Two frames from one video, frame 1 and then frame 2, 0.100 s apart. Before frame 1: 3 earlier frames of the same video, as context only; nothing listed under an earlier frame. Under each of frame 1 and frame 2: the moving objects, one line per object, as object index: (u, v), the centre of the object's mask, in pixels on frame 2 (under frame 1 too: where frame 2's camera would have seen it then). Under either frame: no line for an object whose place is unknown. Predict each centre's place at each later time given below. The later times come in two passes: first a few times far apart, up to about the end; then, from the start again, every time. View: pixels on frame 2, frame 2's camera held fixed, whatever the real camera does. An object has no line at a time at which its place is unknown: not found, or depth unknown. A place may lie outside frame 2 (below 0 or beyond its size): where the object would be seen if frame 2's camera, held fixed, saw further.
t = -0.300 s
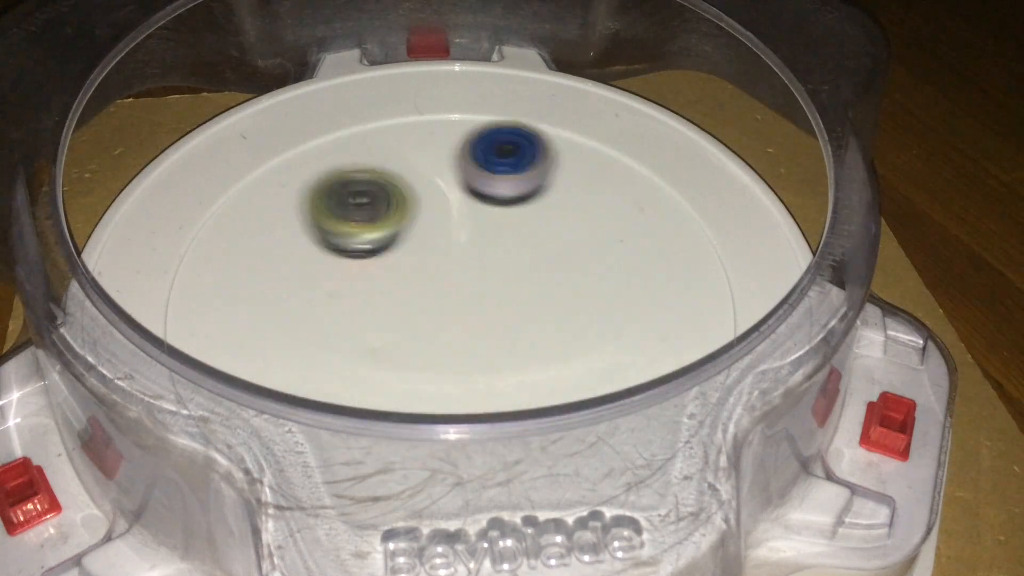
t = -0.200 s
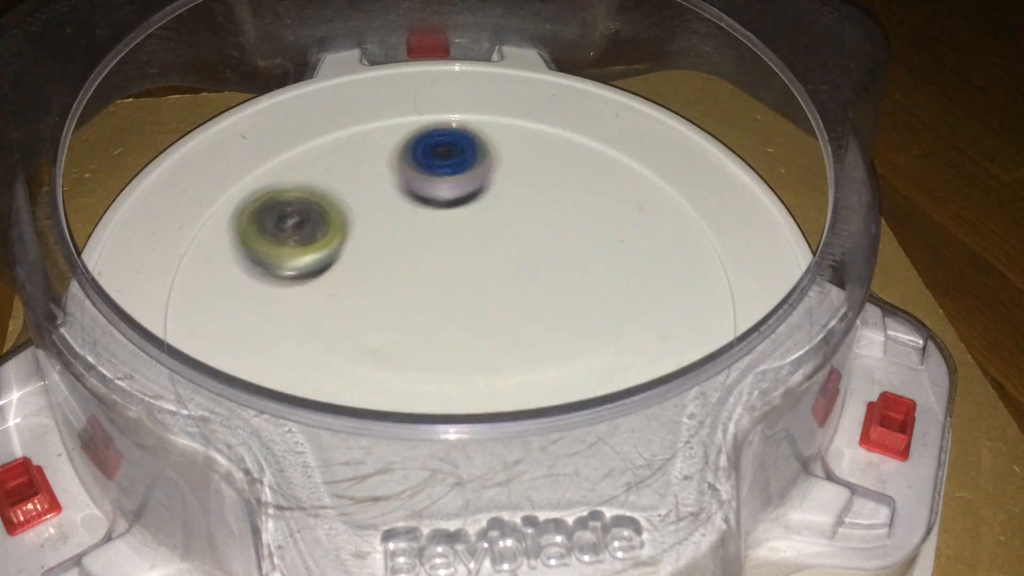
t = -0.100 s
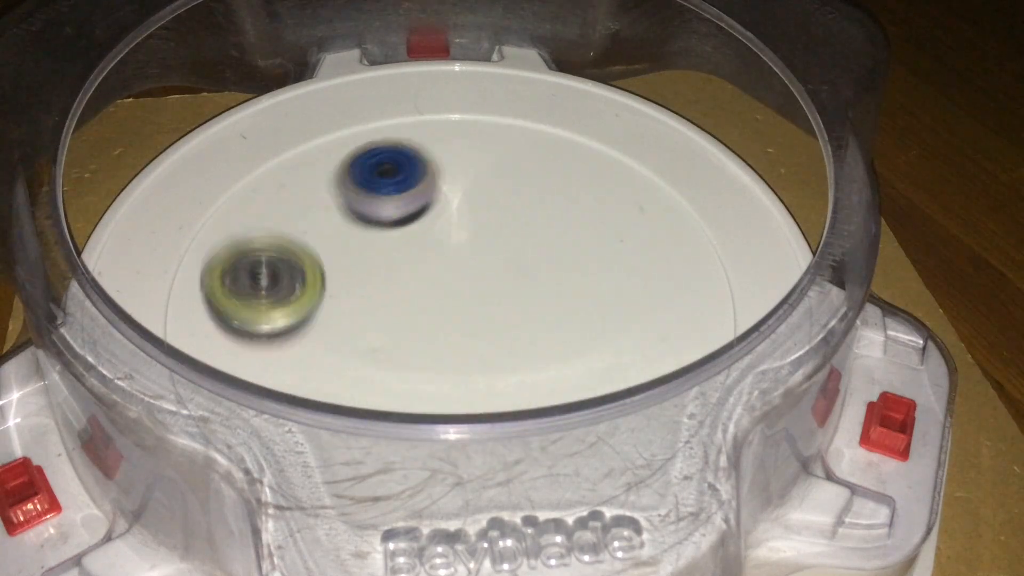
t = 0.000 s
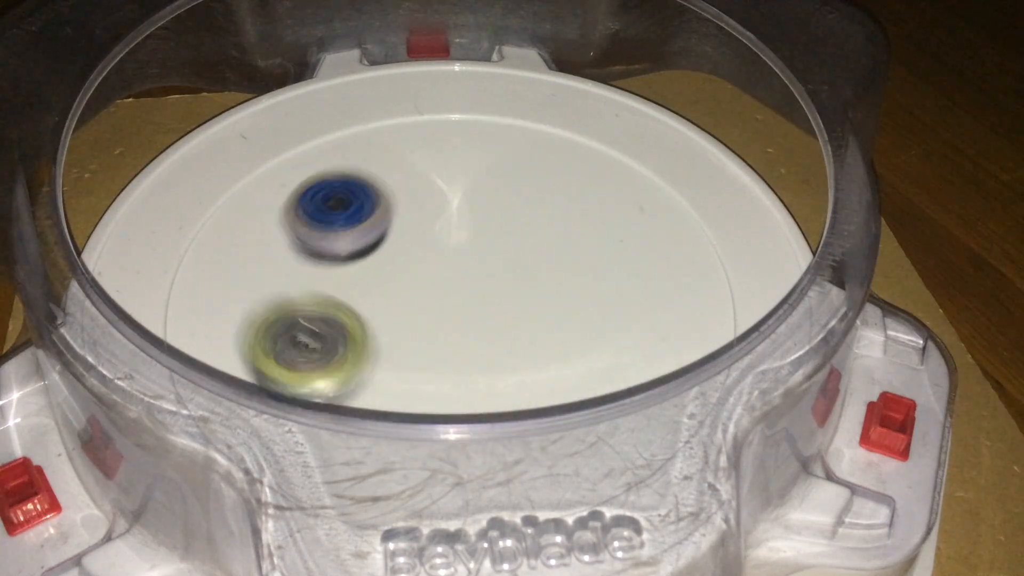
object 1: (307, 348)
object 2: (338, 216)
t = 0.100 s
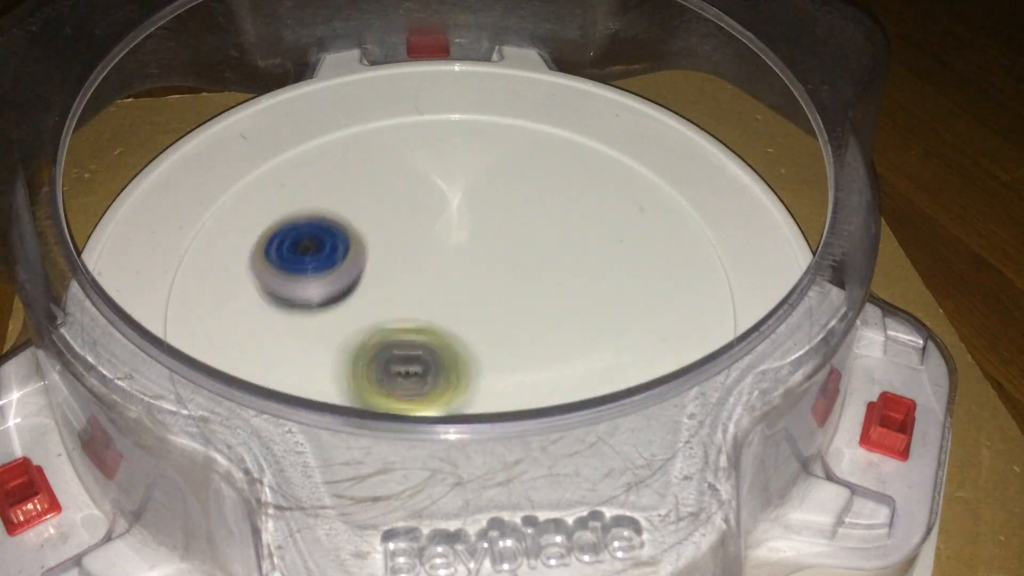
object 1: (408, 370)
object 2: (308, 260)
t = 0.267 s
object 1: (551, 321)
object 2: (311, 340)
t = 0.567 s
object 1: (523, 165)
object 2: (460, 404)
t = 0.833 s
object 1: (341, 205)
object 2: (567, 340)
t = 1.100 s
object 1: (394, 369)
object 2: (530, 247)
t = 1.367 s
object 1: (611, 348)
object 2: (424, 207)
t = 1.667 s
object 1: (527, 213)
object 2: (330, 246)
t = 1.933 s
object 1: (354, 206)
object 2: (321, 356)
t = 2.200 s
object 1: (328, 309)
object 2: (441, 424)
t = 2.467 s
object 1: (525, 292)
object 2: (562, 375)
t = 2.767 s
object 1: (498, 168)
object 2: (562, 284)
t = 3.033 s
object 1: (343, 252)
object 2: (477, 231)
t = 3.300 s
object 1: (396, 379)
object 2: (397, 227)
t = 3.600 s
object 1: (580, 326)
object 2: (353, 261)
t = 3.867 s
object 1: (481, 214)
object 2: (362, 303)
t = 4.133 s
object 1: (312, 232)
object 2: (430, 334)
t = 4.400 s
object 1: (351, 355)
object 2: (492, 323)
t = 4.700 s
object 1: (524, 371)
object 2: (541, 252)
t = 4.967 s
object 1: (464, 297)
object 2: (518, 211)
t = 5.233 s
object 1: (316, 316)
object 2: (471, 224)
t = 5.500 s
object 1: (422, 356)
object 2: (422, 265)
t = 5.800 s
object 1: (524, 291)
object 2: (372, 261)
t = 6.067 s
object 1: (473, 264)
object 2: (324, 270)
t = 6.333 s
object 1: (483, 295)
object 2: (326, 287)
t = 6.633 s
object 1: (596, 345)
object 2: (298, 245)
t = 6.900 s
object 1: (653, 347)
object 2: (291, 236)
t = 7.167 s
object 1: (540, 348)
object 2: (390, 257)
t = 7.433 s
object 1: (424, 360)
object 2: (467, 242)
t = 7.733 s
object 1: (325, 309)
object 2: (523, 280)
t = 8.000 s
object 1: (329, 241)
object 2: (510, 321)
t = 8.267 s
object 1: (405, 203)
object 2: (450, 337)
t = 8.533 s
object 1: (496, 212)
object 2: (392, 314)
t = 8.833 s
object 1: (557, 266)
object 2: (379, 271)
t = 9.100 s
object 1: (533, 332)
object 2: (417, 251)
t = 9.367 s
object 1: (450, 365)
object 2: (472, 260)
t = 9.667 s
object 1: (358, 335)
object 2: (499, 293)
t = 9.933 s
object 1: (341, 277)
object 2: (478, 321)
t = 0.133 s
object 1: (443, 369)
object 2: (303, 276)
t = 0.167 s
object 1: (477, 364)
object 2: (301, 292)
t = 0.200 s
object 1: (505, 354)
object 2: (301, 308)
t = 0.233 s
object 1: (531, 339)
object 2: (305, 324)
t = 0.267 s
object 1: (551, 321)
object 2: (311, 340)
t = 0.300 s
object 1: (566, 302)
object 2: (320, 354)
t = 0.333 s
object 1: (576, 283)
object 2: (332, 364)
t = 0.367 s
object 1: (580, 264)
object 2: (348, 371)
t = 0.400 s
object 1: (581, 243)
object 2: (366, 379)
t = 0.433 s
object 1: (578, 224)
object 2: (383, 384)
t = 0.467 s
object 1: (569, 207)
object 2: (400, 399)
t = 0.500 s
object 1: (558, 190)
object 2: (420, 402)
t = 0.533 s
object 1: (542, 176)
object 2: (440, 405)
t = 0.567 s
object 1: (523, 165)
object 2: (460, 404)
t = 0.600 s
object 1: (502, 157)
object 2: (480, 403)
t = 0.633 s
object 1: (477, 152)
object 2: (497, 387)
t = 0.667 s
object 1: (453, 151)
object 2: (512, 382)
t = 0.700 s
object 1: (427, 153)
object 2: (527, 377)
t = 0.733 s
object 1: (403, 161)
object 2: (541, 372)
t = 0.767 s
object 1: (379, 171)
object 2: (552, 364)
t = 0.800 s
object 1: (358, 188)
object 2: (561, 353)
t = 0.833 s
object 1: (341, 205)
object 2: (567, 340)
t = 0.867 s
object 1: (329, 225)
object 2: (570, 327)
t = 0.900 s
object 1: (320, 250)
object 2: (570, 314)
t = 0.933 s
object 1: (319, 271)
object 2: (567, 301)
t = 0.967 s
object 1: (324, 297)
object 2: (563, 289)
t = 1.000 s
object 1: (333, 319)
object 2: (557, 277)
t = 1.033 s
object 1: (349, 341)
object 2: (549, 267)
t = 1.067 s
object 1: (369, 358)
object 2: (540, 256)
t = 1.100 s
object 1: (394, 369)
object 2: (530, 247)
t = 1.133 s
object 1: (422, 377)
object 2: (519, 238)
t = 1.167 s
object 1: (452, 381)
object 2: (508, 231)
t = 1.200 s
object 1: (482, 382)
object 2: (495, 224)
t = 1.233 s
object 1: (512, 381)
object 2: (482, 219)
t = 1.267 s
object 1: (541, 377)
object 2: (467, 214)
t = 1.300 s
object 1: (566, 370)
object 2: (453, 211)
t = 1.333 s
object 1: (592, 360)
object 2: (438, 208)
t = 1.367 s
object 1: (611, 348)
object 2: (424, 207)
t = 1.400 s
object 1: (624, 336)
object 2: (410, 207)
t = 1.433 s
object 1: (631, 316)
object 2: (396, 208)
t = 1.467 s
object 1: (631, 297)
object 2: (383, 210)
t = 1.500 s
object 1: (625, 279)
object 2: (371, 214)
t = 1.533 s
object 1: (613, 261)
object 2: (359, 218)
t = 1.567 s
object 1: (597, 245)
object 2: (349, 223)
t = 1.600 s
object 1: (576, 231)
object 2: (341, 230)
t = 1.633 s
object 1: (552, 221)
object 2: (334, 238)
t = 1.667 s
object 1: (527, 213)
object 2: (330, 246)
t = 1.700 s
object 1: (499, 208)
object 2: (327, 254)
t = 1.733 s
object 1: (471, 206)
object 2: (325, 263)
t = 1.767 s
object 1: (443, 206)
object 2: (325, 272)
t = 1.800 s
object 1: (416, 209)
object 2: (326, 281)
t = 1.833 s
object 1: (391, 213)
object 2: (328, 290)
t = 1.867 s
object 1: (374, 211)
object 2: (319, 313)
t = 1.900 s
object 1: (364, 207)
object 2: (315, 336)
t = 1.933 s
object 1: (354, 206)
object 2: (321, 356)
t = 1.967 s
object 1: (341, 208)
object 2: (335, 367)
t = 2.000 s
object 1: (327, 214)
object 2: (350, 377)
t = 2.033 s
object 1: (313, 223)
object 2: (359, 396)
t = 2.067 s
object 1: (303, 237)
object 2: (371, 407)
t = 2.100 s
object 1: (297, 255)
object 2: (390, 412)
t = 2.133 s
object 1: (300, 273)
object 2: (407, 418)
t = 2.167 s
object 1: (310, 291)
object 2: (423, 423)
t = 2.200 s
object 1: (328, 309)
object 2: (441, 424)
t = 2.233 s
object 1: (351, 323)
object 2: (458, 424)
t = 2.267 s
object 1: (379, 332)
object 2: (475, 420)
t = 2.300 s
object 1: (409, 337)
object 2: (492, 415)
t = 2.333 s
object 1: (436, 336)
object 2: (508, 412)
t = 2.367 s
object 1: (461, 327)
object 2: (526, 406)
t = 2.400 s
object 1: (485, 317)
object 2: (542, 402)
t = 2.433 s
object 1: (507, 305)
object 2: (552, 382)
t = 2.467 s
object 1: (525, 292)
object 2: (562, 375)
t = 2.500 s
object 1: (539, 277)
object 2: (571, 368)
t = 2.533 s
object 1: (549, 261)
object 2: (581, 364)
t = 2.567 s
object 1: (555, 245)
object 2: (587, 355)
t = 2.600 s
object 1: (557, 228)
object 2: (589, 343)
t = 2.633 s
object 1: (555, 211)
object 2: (588, 331)
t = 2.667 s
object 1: (547, 196)
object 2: (585, 318)
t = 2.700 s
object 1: (535, 183)
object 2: (579, 307)
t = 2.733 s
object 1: (517, 174)
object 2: (572, 295)
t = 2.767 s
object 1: (498, 168)
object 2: (562, 284)
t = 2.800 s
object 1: (475, 166)
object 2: (552, 275)
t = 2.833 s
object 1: (453, 170)
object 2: (540, 265)
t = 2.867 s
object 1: (431, 178)
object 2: (527, 257)
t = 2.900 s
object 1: (413, 190)
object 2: (514, 249)
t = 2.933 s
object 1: (396, 205)
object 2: (500, 241)
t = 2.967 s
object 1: (374, 221)
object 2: (492, 237)
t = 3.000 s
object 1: (356, 235)
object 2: (485, 234)
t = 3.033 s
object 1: (343, 252)
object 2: (477, 231)
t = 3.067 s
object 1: (335, 269)
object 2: (468, 228)
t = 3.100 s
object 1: (330, 289)
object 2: (458, 226)
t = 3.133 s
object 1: (329, 309)
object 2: (448, 224)
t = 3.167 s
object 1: (333, 329)
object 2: (437, 223)
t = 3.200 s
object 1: (342, 348)
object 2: (426, 223)
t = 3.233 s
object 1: (356, 361)
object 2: (415, 224)
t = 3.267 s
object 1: (374, 371)
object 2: (406, 225)
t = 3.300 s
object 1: (396, 379)
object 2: (397, 227)
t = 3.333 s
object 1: (421, 384)
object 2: (387, 229)
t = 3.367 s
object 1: (447, 400)
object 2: (379, 232)
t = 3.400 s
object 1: (475, 400)
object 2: (373, 235)
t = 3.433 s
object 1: (500, 383)
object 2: (367, 239)
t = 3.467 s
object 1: (525, 377)
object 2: (363, 243)
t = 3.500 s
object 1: (545, 369)
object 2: (360, 248)
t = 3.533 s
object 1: (562, 359)
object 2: (357, 252)
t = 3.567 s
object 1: (574, 345)
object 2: (355, 256)
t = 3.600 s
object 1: (580, 326)
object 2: (353, 261)
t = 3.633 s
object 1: (579, 308)
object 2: (352, 265)
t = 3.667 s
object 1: (574, 292)
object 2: (351, 270)
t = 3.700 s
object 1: (565, 274)
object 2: (351, 276)
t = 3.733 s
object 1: (553, 258)
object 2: (351, 281)
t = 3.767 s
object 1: (537, 245)
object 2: (353, 287)
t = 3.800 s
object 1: (520, 233)
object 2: (356, 292)
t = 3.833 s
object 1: (501, 222)
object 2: (359, 298)
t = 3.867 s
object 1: (481, 214)
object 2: (362, 303)
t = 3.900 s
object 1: (459, 208)
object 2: (366, 309)
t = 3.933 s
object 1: (436, 204)
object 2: (372, 316)
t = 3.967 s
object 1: (414, 203)
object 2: (380, 322)
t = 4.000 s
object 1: (392, 203)
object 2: (391, 326)
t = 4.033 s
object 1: (369, 206)
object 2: (401, 329)
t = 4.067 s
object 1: (347, 212)
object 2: (411, 331)
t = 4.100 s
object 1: (328, 220)
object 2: (420, 333)
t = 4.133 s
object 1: (312, 232)
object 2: (430, 334)
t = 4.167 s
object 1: (299, 244)
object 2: (439, 334)
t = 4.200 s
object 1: (290, 260)
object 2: (447, 334)
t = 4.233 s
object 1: (285, 277)
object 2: (456, 333)
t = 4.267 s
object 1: (287, 296)
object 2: (463, 332)
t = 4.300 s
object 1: (294, 314)
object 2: (471, 330)
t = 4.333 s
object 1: (308, 331)
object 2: (479, 328)
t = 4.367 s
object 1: (327, 345)
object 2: (486, 325)
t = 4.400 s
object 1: (351, 355)
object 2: (492, 323)
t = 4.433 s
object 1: (377, 363)
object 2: (497, 319)
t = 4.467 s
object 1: (404, 366)
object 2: (501, 316)
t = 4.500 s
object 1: (425, 371)
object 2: (510, 309)
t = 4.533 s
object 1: (443, 372)
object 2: (518, 301)
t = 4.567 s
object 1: (465, 371)
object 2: (522, 294)
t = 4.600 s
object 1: (488, 369)
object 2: (524, 287)
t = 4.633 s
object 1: (500, 371)
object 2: (531, 276)
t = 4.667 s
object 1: (511, 372)
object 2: (539, 263)
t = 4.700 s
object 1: (524, 371)
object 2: (541, 252)
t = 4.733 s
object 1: (535, 366)
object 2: (541, 243)
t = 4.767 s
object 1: (541, 357)
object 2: (539, 236)
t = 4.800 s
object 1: (540, 346)
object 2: (537, 230)
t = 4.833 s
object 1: (533, 333)
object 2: (535, 224)
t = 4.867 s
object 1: (521, 322)
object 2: (531, 220)
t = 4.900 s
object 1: (504, 311)
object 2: (528, 216)
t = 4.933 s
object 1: (485, 303)
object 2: (523, 213)
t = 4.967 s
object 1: (464, 297)
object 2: (518, 211)
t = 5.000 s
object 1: (442, 293)
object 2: (512, 211)
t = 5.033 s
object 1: (421, 291)
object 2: (507, 211)
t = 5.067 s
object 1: (400, 290)
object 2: (502, 211)
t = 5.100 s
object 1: (378, 291)
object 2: (497, 213)
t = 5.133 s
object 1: (359, 294)
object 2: (491, 214)
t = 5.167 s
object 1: (342, 299)
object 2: (485, 217)
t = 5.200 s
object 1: (328, 307)
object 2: (478, 220)
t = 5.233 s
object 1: (316, 316)
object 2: (471, 224)
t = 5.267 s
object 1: (310, 327)
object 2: (464, 228)
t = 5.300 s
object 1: (310, 340)
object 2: (456, 233)
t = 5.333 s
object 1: (318, 350)
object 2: (450, 239)
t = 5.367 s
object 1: (335, 358)
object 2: (443, 245)
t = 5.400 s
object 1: (356, 362)
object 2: (436, 252)
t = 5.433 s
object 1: (381, 362)
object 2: (430, 259)
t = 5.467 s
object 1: (403, 358)
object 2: (425, 265)
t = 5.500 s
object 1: (422, 356)
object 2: (422, 265)
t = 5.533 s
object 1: (437, 358)
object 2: (421, 261)
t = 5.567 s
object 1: (453, 357)
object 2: (419, 259)
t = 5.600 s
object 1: (469, 352)
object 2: (414, 260)
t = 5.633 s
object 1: (483, 343)
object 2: (410, 263)
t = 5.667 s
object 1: (492, 330)
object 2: (407, 265)
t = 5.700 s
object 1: (499, 317)
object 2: (403, 266)
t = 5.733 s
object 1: (511, 309)
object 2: (391, 262)
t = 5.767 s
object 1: (520, 300)
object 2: (380, 261)
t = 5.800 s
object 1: (524, 291)
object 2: (372, 261)
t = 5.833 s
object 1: (523, 280)
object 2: (367, 262)
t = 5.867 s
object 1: (516, 270)
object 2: (363, 263)
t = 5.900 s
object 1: (506, 263)
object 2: (359, 264)
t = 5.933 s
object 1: (493, 258)
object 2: (356, 265)
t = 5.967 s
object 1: (477, 256)
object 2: (354, 266)
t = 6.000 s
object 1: (472, 257)
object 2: (342, 266)
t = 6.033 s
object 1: (473, 260)
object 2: (330, 268)
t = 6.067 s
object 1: (473, 264)
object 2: (324, 270)
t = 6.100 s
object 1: (475, 267)
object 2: (321, 273)
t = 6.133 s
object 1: (476, 271)
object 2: (318, 274)
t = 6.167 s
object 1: (478, 276)
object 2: (317, 276)
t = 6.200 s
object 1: (479, 280)
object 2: (317, 278)
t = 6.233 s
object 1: (480, 284)
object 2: (317, 280)
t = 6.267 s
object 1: (481, 288)
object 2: (319, 282)
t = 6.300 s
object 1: (482, 292)
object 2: (322, 284)
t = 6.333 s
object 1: (483, 295)
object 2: (326, 287)
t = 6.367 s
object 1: (484, 298)
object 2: (331, 289)
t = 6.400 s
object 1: (484, 301)
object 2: (336, 291)
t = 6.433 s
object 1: (485, 303)
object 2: (343, 293)
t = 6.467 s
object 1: (485, 305)
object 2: (351, 296)
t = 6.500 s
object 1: (484, 307)
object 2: (358, 298)
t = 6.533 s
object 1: (488, 309)
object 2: (363, 298)
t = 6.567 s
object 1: (530, 327)
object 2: (335, 276)
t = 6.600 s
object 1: (568, 339)
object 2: (312, 258)
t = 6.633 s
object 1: (596, 345)
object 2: (298, 245)
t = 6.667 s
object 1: (615, 346)
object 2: (289, 239)
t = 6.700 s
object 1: (628, 345)
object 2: (283, 236)
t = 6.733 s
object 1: (636, 345)
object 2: (281, 235)
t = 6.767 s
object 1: (644, 344)
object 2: (281, 235)
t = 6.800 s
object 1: (649, 344)
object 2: (281, 234)
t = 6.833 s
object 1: (652, 345)
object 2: (283, 235)
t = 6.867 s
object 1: (653, 346)
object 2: (286, 235)
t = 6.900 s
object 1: (653, 347)
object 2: (291, 236)
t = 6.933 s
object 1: (649, 349)
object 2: (299, 238)
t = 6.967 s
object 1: (641, 351)
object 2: (308, 240)
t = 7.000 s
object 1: (632, 351)
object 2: (319, 242)
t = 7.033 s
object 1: (617, 353)
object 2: (331, 245)
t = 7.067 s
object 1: (600, 355)
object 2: (345, 247)
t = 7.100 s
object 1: (580, 354)
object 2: (359, 251)
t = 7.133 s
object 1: (560, 351)
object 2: (375, 254)
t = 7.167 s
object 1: (540, 348)
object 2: (390, 257)
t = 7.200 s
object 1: (522, 344)
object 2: (404, 260)
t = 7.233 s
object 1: (505, 340)
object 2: (418, 264)
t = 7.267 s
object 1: (489, 338)
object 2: (430, 262)
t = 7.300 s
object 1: (480, 351)
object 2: (437, 252)
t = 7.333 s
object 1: (468, 358)
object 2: (446, 243)
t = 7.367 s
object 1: (453, 361)
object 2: (454, 239)
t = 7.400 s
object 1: (439, 361)
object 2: (460, 240)
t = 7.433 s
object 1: (424, 360)
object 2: (467, 242)
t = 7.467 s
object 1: (410, 358)
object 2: (476, 245)
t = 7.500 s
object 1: (396, 355)
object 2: (484, 248)
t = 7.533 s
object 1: (382, 351)
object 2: (492, 251)
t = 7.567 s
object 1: (370, 346)
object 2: (499, 255)
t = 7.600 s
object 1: (359, 340)
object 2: (506, 259)
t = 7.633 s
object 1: (348, 333)
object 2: (511, 264)
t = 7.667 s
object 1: (340, 326)
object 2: (516, 269)
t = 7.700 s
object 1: (331, 317)
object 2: (520, 274)
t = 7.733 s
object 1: (325, 309)
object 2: (523, 280)
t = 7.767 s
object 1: (321, 300)
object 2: (525, 285)
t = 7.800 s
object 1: (317, 292)
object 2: (526, 291)
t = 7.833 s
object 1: (315, 283)
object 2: (526, 296)
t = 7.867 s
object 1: (316, 274)
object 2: (525, 301)
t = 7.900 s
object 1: (316, 265)
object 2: (522, 306)
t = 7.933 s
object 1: (319, 256)
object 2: (519, 312)
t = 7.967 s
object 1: (324, 248)
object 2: (515, 316)
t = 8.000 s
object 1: (329, 241)
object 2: (510, 321)
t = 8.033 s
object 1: (337, 233)
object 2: (504, 325)
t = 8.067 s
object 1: (345, 228)
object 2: (497, 329)
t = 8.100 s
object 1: (354, 222)
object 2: (490, 332)
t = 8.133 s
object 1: (364, 216)
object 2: (483, 334)
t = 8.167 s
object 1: (373, 212)
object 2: (475, 336)
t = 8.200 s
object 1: (384, 208)
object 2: (467, 337)
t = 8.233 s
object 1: (395, 205)
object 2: (458, 338)
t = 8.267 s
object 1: (405, 203)
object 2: (450, 337)
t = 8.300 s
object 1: (418, 201)
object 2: (441, 337)
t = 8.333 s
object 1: (428, 200)
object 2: (433, 335)
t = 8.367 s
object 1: (440, 200)
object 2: (424, 333)
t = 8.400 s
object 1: (452, 201)
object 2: (416, 330)
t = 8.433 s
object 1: (462, 203)
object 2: (409, 327)
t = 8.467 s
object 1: (475, 205)
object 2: (403, 323)
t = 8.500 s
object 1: (486, 208)
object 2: (397, 319)
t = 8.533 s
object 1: (496, 212)
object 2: (392, 314)
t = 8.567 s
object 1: (507, 216)
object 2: (388, 309)
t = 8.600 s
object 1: (514, 222)
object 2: (384, 304)
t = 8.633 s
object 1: (524, 227)
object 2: (379, 298)
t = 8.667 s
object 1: (532, 233)
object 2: (376, 293)
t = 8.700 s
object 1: (539, 238)
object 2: (374, 289)
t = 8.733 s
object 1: (546, 245)
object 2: (374, 285)
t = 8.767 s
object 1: (550, 251)
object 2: (375, 280)
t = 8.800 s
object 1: (554, 259)
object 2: (377, 275)
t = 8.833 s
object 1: (557, 266)
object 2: (379, 271)
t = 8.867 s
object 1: (558, 275)
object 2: (382, 267)
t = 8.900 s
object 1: (558, 283)
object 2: (385, 263)
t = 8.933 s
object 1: (557, 291)
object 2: (389, 260)
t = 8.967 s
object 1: (555, 299)
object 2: (394, 258)
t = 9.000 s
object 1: (552, 308)
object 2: (399, 255)
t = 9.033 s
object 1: (546, 316)
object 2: (405, 253)
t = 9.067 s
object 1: (541, 324)
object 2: (411, 252)
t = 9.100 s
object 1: (533, 332)
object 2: (417, 251)
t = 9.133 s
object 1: (525, 339)
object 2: (423, 251)
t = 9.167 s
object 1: (517, 344)
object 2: (431, 251)
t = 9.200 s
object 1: (507, 350)
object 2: (438, 251)
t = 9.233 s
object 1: (497, 355)
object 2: (445, 252)
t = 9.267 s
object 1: (486, 359)
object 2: (452, 254)
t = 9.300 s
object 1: (475, 362)
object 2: (459, 256)
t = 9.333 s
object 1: (463, 364)
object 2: (465, 258)
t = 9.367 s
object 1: (450, 365)
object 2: (472, 260)
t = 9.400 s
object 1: (439, 364)
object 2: (477, 262)
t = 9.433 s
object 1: (426, 364)
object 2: (483, 266)
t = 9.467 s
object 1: (416, 362)
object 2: (487, 269)
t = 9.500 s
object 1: (404, 359)
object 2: (491, 272)
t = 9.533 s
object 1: (393, 355)
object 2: (494, 276)
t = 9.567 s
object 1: (383, 351)
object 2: (496, 280)
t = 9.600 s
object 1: (373, 346)
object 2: (498, 284)
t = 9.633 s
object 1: (366, 341)
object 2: (499, 288)
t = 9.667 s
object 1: (358, 335)
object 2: (499, 293)
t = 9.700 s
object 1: (352, 328)
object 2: (498, 297)
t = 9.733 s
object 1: (347, 321)
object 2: (497, 301)
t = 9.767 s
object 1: (342, 314)
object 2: (496, 306)
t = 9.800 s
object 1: (340, 307)
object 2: (494, 309)
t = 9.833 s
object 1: (338, 300)
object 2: (491, 313)
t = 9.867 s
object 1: (339, 292)
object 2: (487, 315)
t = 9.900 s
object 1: (339, 284)
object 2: (482, 319)
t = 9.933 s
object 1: (341, 277)
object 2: (478, 321)
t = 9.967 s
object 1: (344, 270)
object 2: (472, 323)
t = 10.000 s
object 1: (347, 263)
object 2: (467, 324)
